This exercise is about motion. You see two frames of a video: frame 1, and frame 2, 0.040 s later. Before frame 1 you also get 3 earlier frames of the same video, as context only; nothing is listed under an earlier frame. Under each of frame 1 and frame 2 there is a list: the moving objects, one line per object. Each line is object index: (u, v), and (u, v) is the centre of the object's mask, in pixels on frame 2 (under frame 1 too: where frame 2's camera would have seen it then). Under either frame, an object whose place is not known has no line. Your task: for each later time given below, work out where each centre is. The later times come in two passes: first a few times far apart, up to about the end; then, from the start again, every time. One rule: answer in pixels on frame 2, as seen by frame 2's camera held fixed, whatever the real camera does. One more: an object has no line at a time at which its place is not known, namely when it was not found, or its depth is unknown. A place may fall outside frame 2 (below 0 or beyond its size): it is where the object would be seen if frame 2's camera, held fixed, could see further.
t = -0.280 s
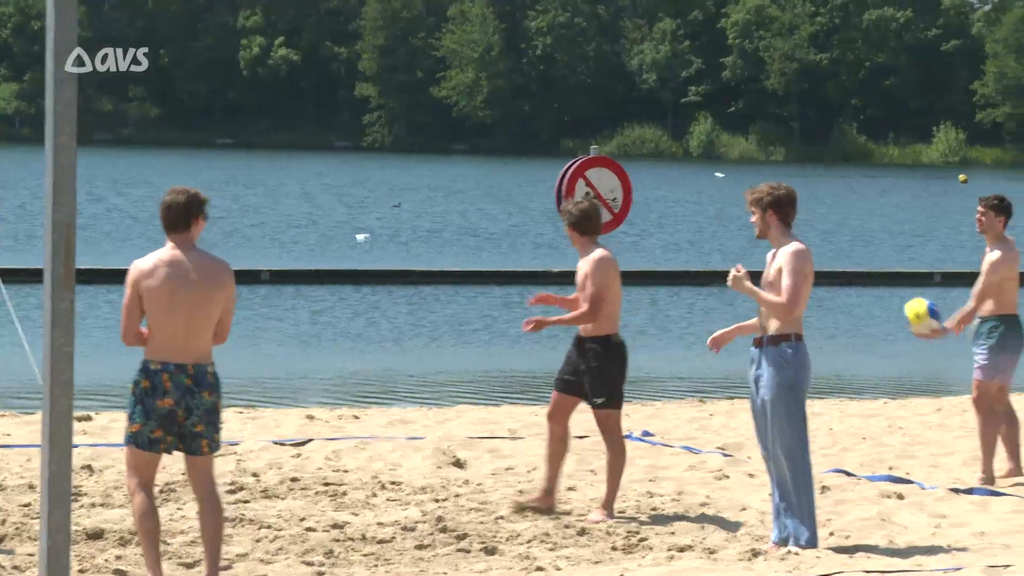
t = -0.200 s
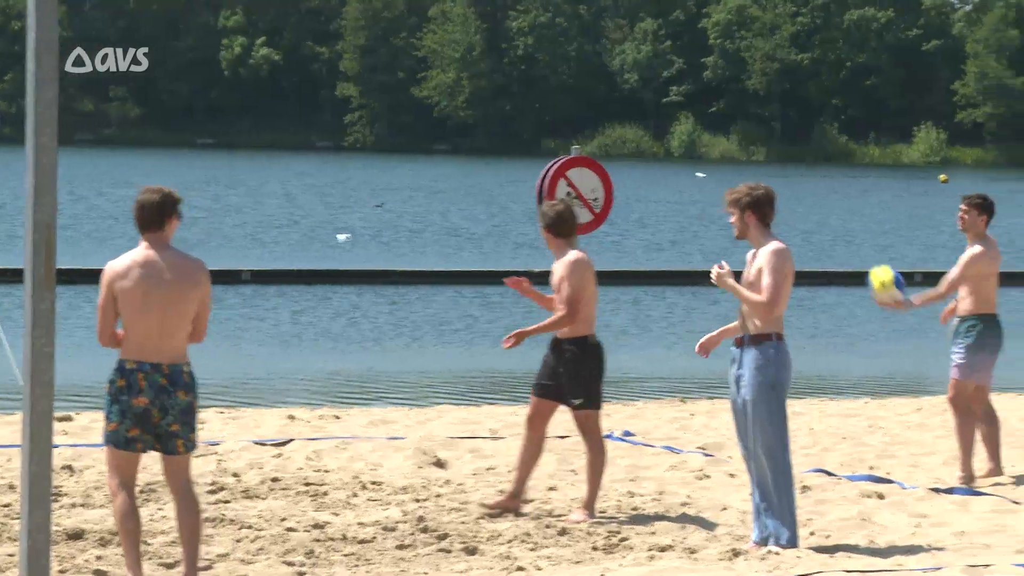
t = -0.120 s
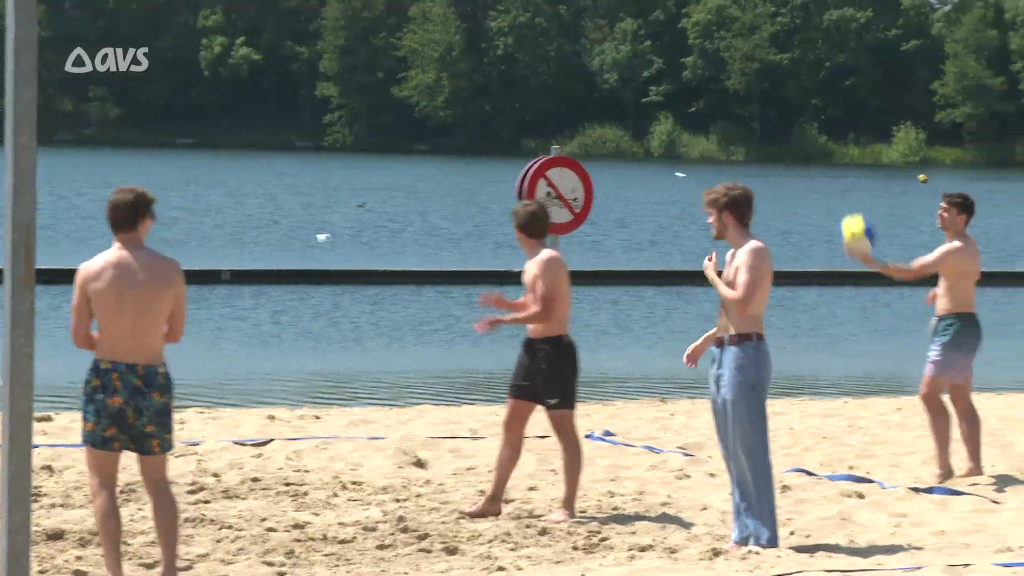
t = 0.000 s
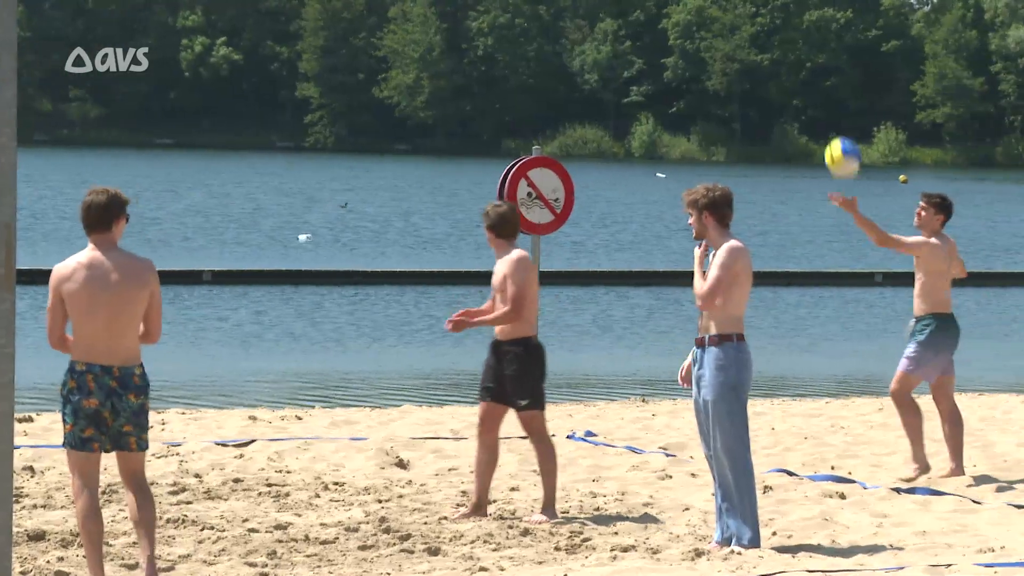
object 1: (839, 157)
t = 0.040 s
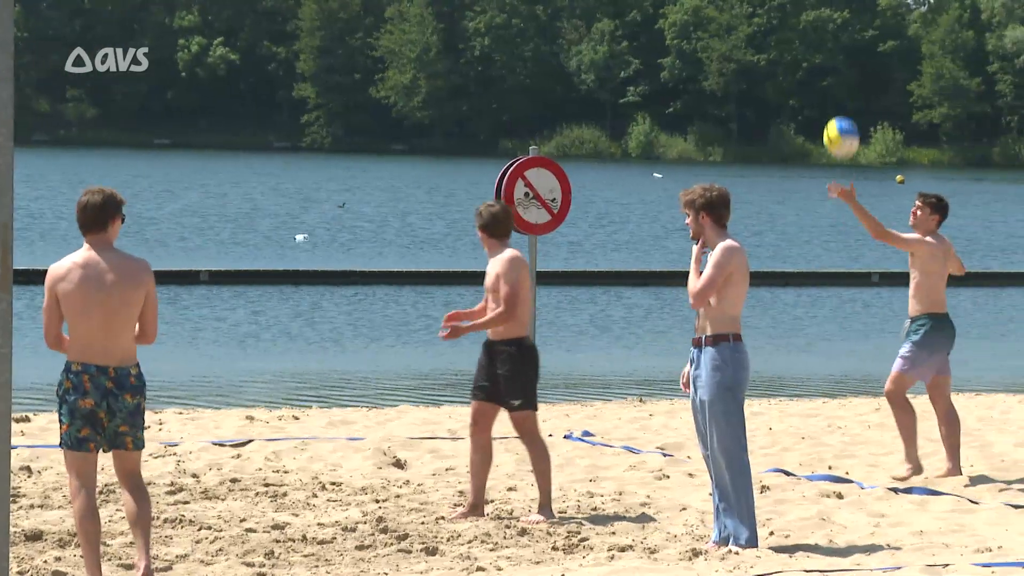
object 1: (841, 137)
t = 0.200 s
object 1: (848, 80)
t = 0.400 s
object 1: (856, 67)
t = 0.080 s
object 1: (842, 119)
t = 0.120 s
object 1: (844, 104)
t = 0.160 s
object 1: (846, 91)
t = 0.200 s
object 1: (848, 80)
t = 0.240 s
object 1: (849, 73)
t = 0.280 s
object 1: (850, 67)
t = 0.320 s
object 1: (852, 65)
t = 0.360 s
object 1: (854, 64)
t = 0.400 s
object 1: (856, 67)
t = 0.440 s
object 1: (857, 72)
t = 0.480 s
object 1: (859, 80)
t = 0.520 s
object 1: (860, 91)
